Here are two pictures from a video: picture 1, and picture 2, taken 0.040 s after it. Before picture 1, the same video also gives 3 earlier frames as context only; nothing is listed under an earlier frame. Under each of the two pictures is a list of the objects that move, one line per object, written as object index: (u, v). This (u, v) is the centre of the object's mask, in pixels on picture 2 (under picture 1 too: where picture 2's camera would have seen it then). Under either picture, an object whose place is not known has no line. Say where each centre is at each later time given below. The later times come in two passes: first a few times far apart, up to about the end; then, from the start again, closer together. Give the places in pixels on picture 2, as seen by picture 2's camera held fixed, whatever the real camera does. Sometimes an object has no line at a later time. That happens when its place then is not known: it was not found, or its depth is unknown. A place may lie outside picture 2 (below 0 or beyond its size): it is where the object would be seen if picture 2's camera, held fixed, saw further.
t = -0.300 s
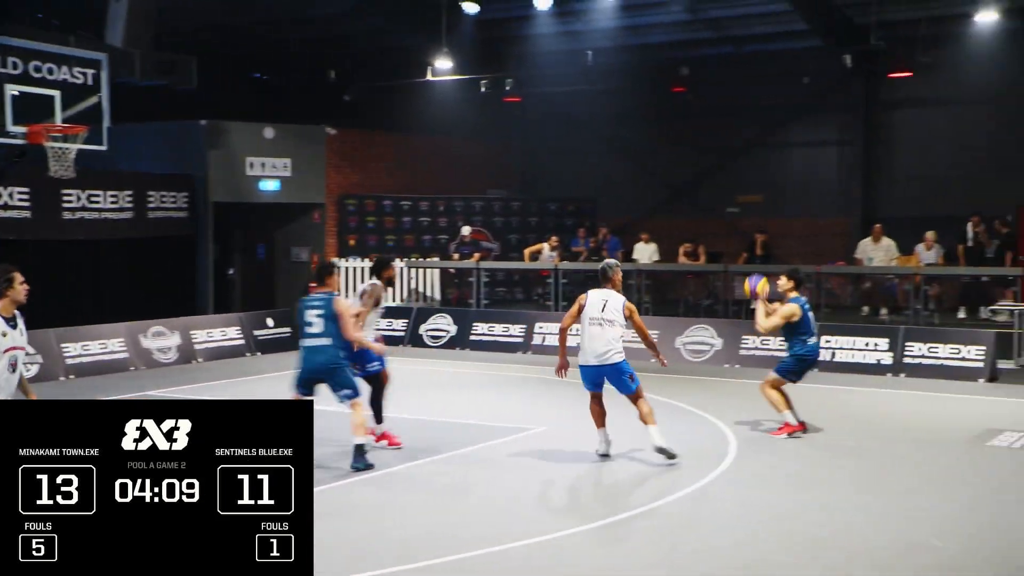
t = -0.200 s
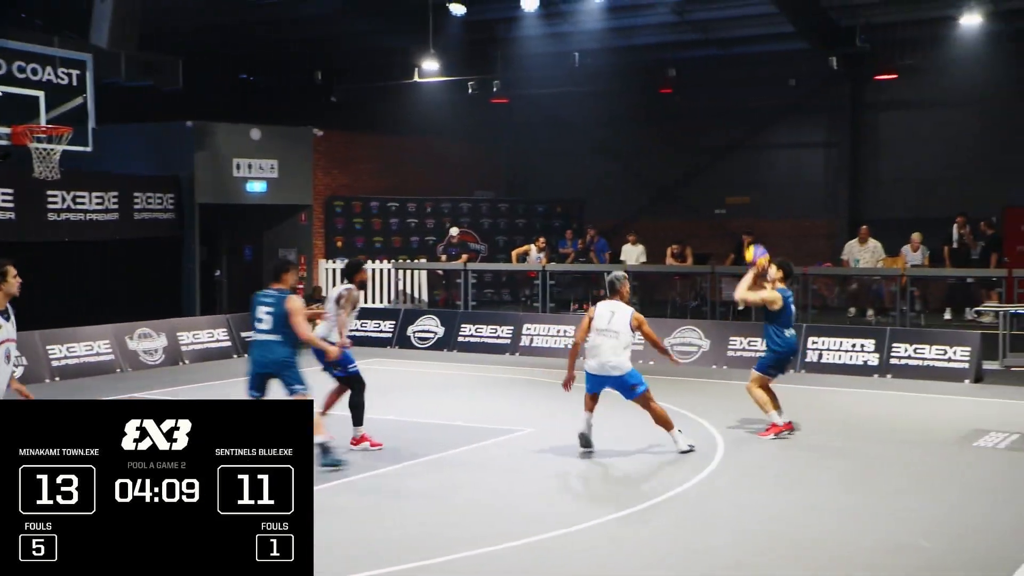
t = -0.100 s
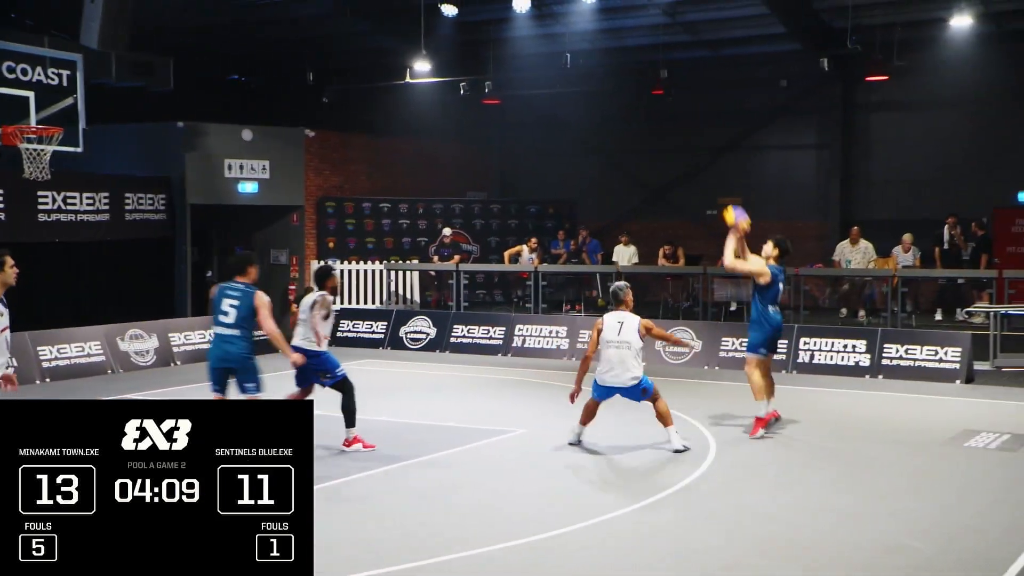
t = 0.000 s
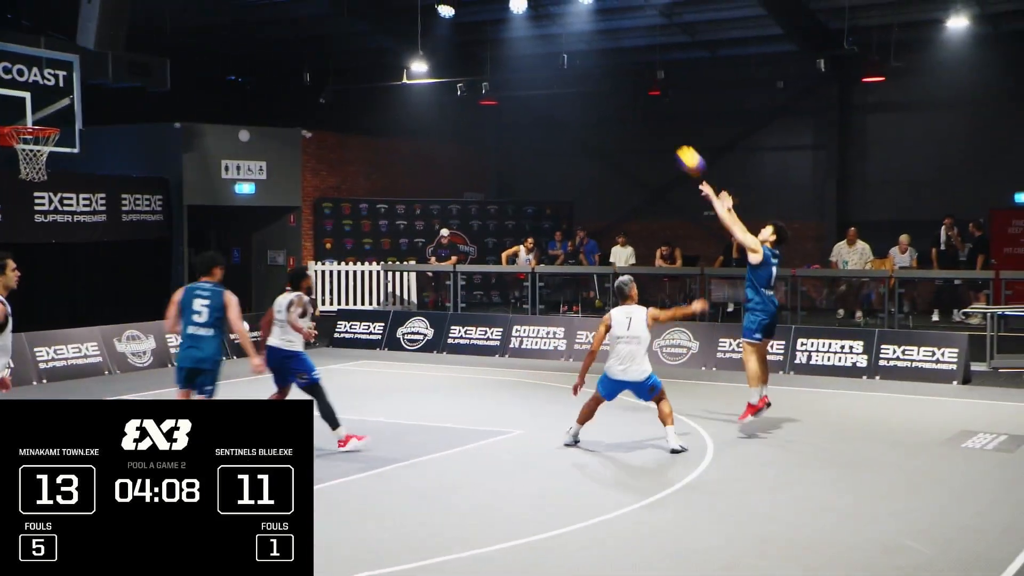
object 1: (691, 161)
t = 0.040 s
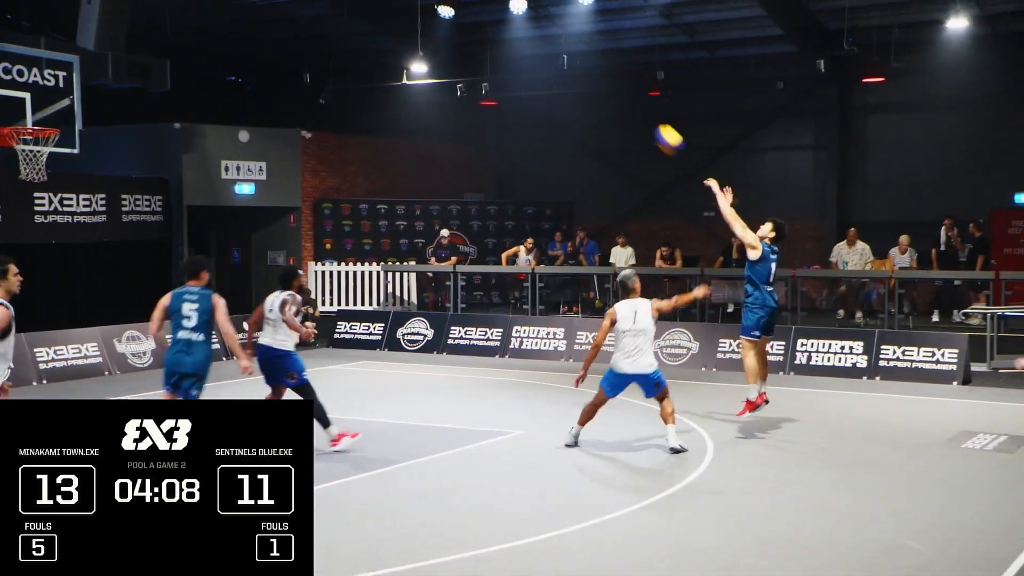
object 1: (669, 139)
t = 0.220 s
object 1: (572, 58)
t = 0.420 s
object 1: (464, 4)
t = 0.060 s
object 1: (658, 129)
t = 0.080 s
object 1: (647, 118)
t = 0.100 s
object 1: (636, 109)
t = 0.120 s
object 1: (625, 99)
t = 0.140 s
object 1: (614, 90)
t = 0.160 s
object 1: (603, 82)
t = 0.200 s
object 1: (582, 65)
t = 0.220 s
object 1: (572, 58)
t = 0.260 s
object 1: (550, 44)
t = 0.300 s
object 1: (529, 32)
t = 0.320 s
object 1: (518, 27)
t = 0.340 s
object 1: (508, 22)
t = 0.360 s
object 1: (497, 16)
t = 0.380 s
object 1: (486, 11)
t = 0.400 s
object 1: (476, 8)
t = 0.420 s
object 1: (464, 4)
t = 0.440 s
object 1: (454, 0)
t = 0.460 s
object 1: (444, -3)
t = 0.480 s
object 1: (434, -6)
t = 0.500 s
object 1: (423, -7)
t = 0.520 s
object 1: (413, -9)
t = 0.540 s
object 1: (402, -11)
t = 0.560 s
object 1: (391, -13)
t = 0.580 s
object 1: (381, -14)
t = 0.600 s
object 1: (370, -15)
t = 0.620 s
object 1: (360, -16)
